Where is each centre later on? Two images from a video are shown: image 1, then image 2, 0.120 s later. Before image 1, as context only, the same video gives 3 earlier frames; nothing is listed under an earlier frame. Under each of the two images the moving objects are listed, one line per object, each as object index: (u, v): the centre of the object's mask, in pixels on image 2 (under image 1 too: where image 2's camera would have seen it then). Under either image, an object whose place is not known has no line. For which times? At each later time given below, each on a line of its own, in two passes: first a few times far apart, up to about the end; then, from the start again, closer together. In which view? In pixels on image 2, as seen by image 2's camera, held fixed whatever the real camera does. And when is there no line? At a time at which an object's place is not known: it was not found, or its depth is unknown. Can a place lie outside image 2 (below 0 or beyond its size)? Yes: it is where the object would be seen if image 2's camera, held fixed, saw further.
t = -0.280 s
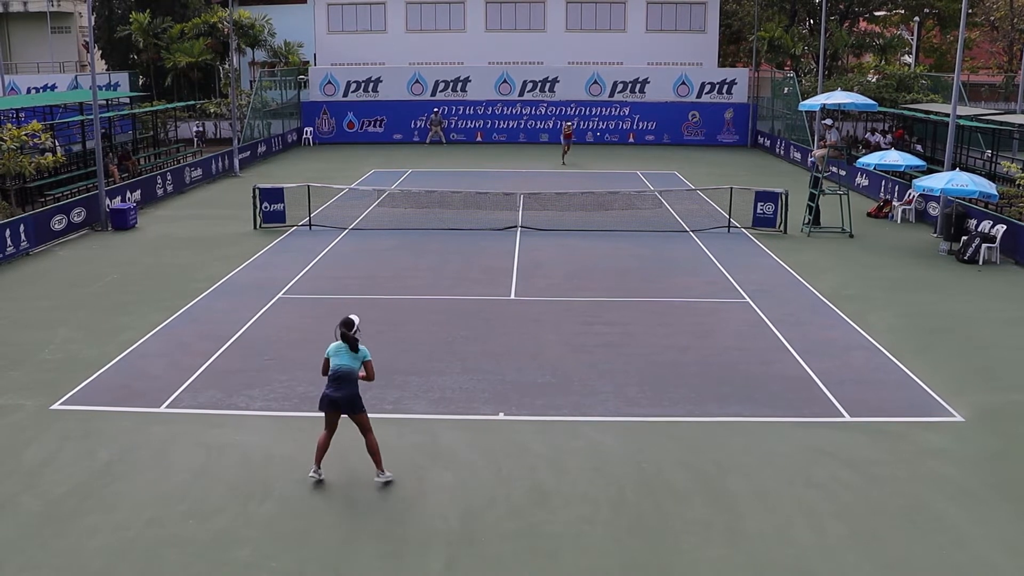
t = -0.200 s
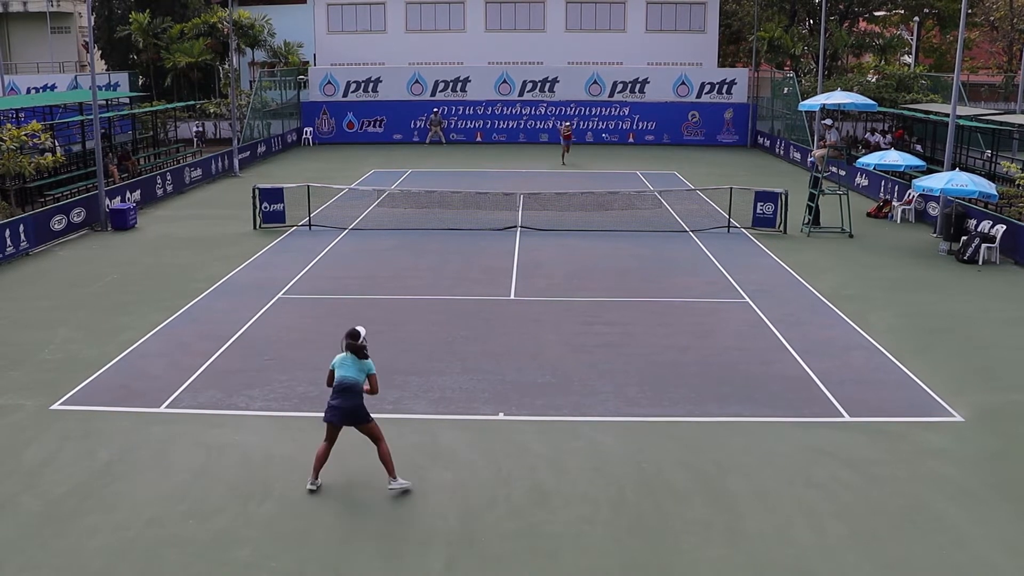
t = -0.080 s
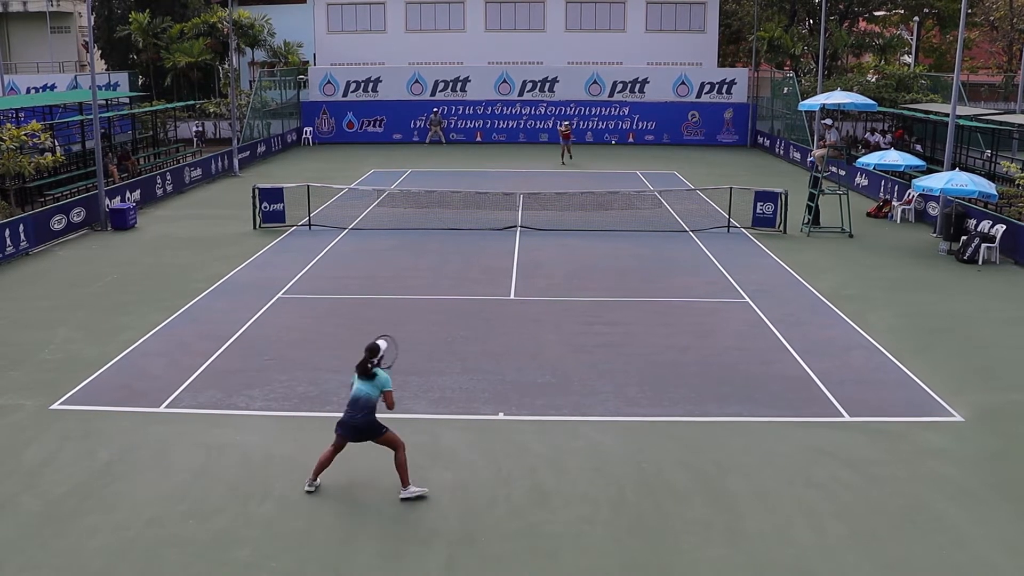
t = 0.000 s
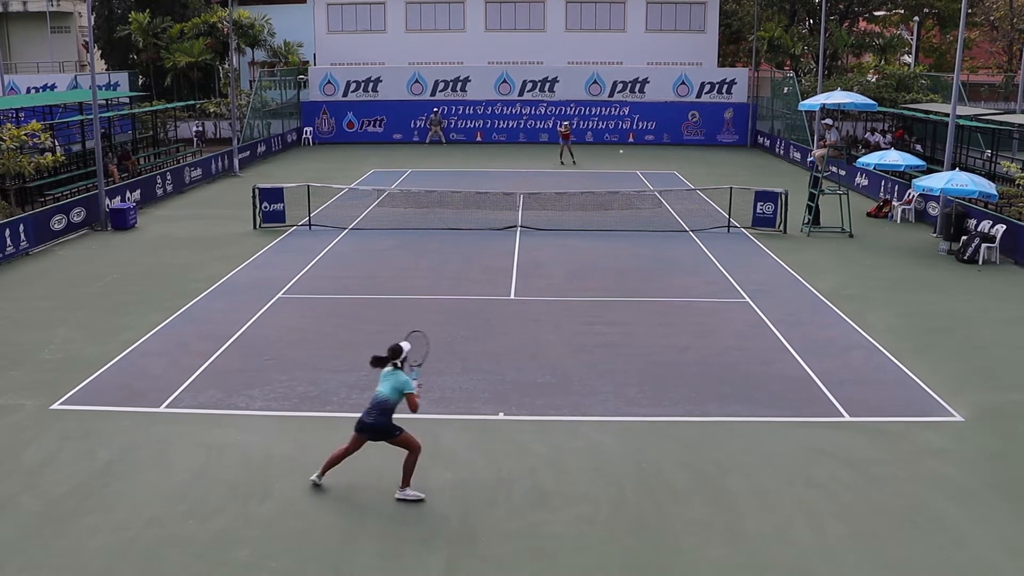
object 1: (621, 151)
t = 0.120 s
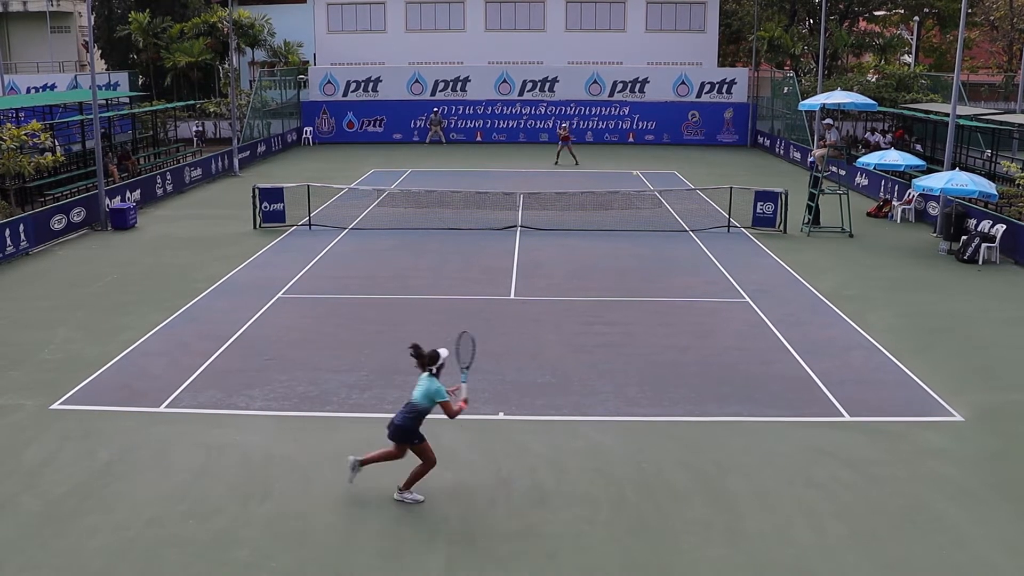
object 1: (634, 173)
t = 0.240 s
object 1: (651, 207)
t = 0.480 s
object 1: (696, 323)
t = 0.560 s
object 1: (709, 318)
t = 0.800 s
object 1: (754, 338)
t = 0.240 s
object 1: (651, 207)
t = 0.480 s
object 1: (696, 323)
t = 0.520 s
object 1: (702, 320)
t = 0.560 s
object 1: (709, 318)
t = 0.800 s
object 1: (754, 338)
